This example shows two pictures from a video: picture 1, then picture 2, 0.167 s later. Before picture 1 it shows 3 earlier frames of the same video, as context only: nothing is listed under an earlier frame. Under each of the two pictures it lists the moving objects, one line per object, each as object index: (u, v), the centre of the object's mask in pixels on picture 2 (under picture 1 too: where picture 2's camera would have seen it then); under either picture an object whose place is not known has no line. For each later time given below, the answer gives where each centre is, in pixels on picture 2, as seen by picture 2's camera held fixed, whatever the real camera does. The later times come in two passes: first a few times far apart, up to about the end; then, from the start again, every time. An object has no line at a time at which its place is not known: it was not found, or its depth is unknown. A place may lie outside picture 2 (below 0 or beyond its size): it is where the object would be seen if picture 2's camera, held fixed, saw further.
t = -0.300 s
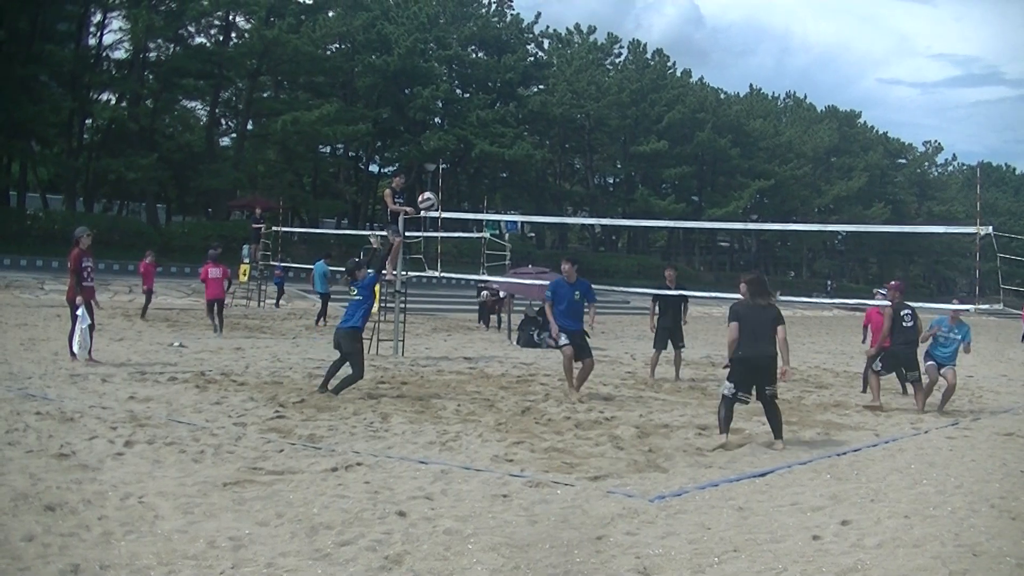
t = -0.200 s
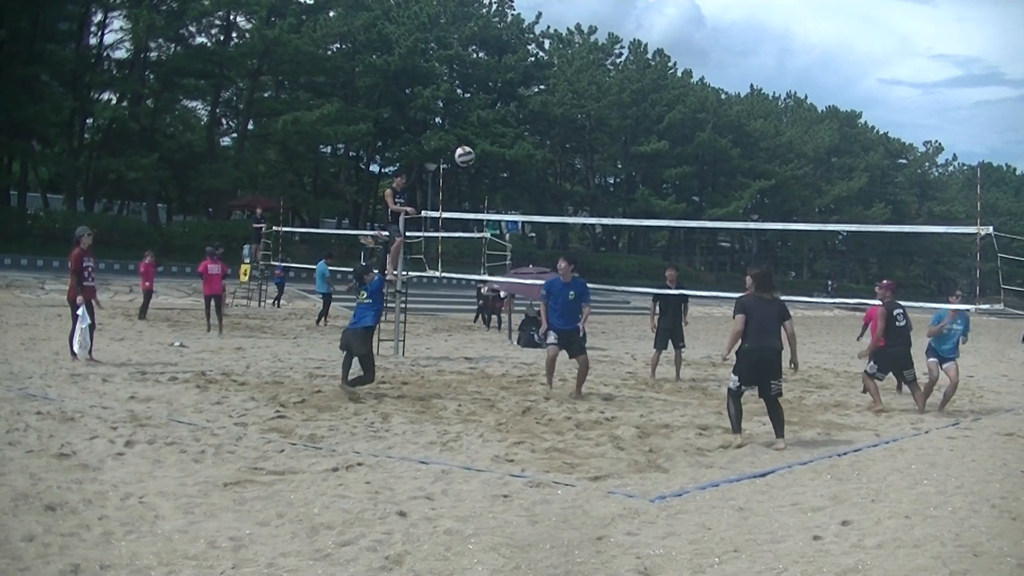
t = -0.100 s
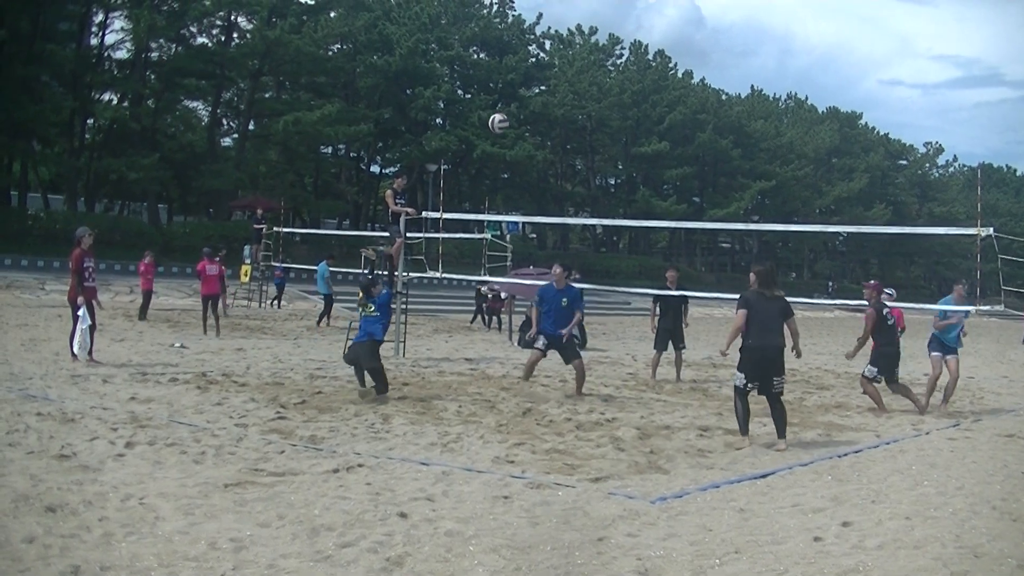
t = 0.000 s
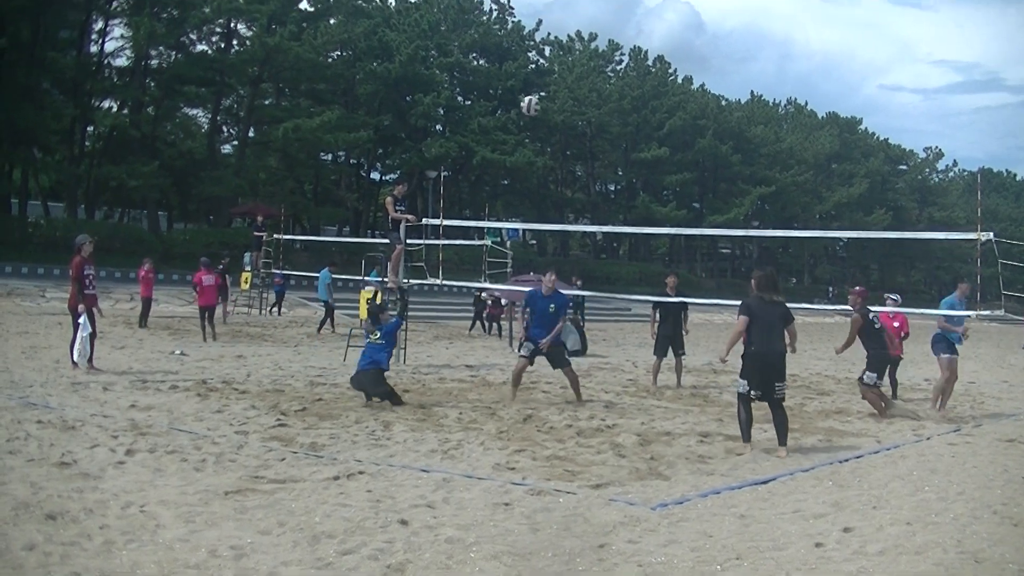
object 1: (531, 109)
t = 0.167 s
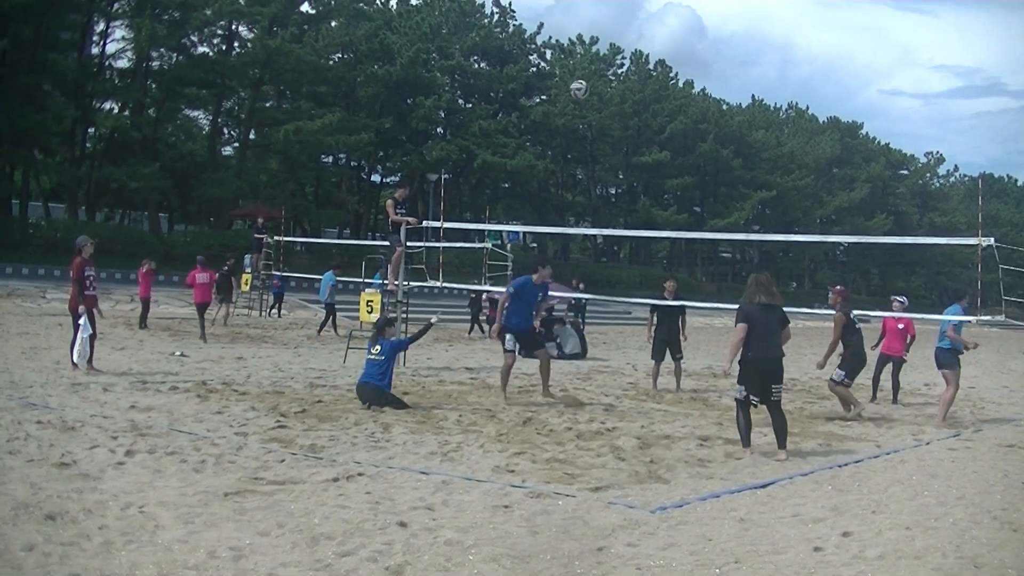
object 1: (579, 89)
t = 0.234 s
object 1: (597, 89)
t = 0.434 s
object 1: (647, 108)
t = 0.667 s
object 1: (698, 170)
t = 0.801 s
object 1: (723, 222)
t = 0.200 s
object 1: (588, 89)
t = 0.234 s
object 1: (597, 89)
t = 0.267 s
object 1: (606, 89)
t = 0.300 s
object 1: (615, 91)
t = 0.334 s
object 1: (623, 94)
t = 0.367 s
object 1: (631, 98)
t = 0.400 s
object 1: (639, 102)
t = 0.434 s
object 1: (647, 108)
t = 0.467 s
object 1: (655, 114)
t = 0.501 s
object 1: (662, 121)
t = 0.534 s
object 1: (670, 129)
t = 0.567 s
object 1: (677, 138)
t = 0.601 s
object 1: (684, 148)
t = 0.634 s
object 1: (691, 158)
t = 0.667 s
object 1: (698, 170)
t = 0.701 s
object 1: (704, 181)
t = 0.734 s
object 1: (711, 194)
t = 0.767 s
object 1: (717, 208)
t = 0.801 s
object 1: (723, 222)
